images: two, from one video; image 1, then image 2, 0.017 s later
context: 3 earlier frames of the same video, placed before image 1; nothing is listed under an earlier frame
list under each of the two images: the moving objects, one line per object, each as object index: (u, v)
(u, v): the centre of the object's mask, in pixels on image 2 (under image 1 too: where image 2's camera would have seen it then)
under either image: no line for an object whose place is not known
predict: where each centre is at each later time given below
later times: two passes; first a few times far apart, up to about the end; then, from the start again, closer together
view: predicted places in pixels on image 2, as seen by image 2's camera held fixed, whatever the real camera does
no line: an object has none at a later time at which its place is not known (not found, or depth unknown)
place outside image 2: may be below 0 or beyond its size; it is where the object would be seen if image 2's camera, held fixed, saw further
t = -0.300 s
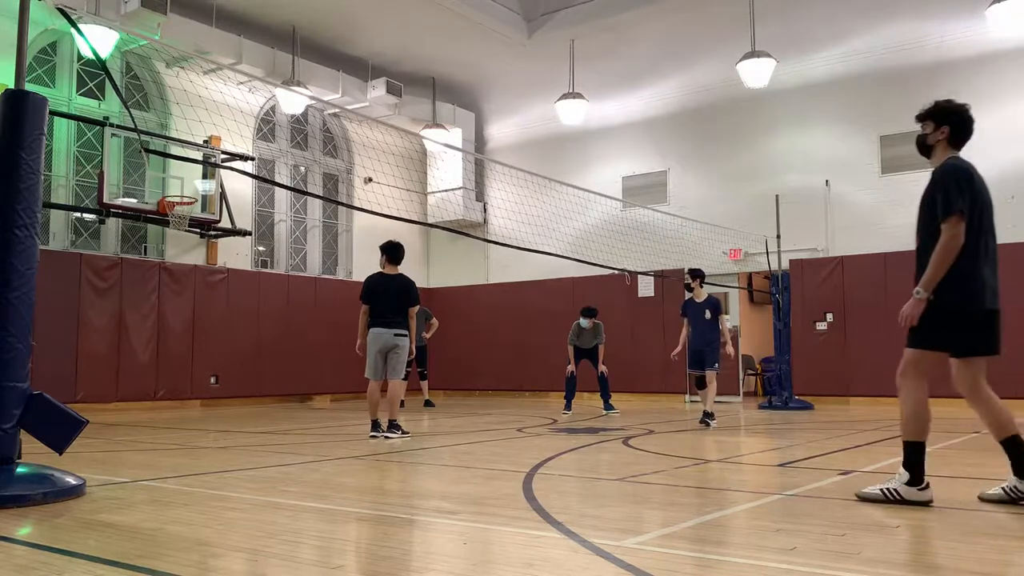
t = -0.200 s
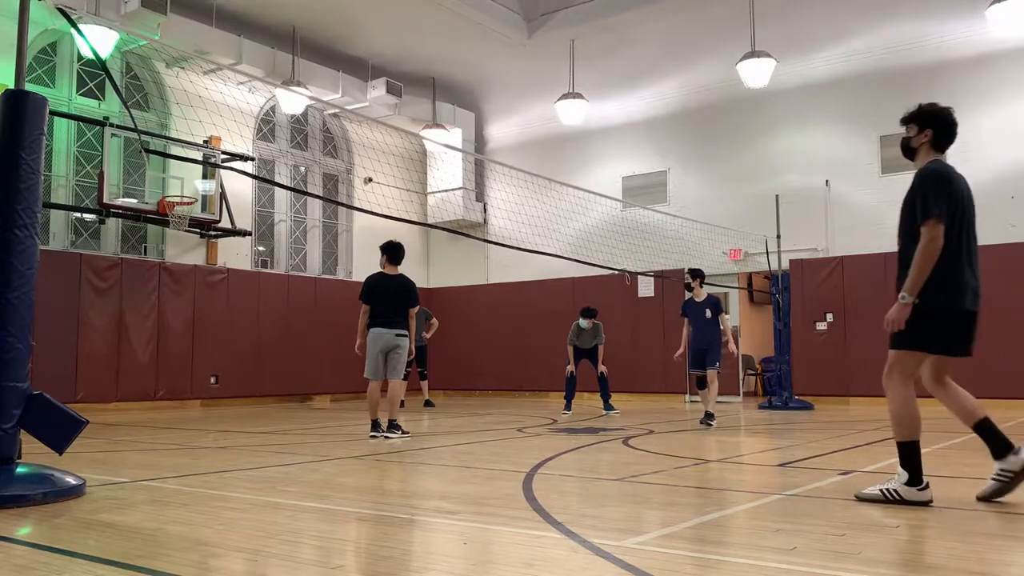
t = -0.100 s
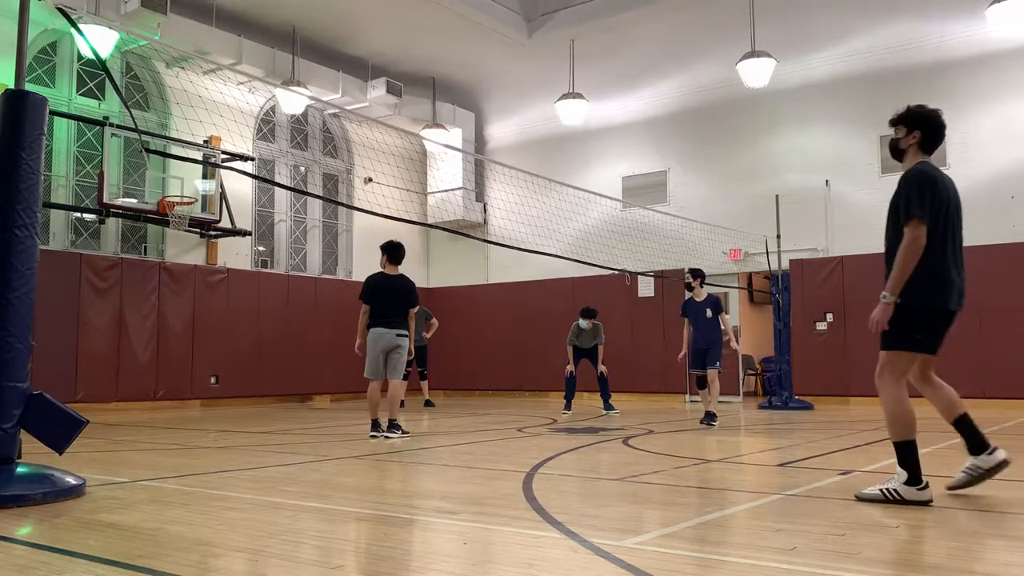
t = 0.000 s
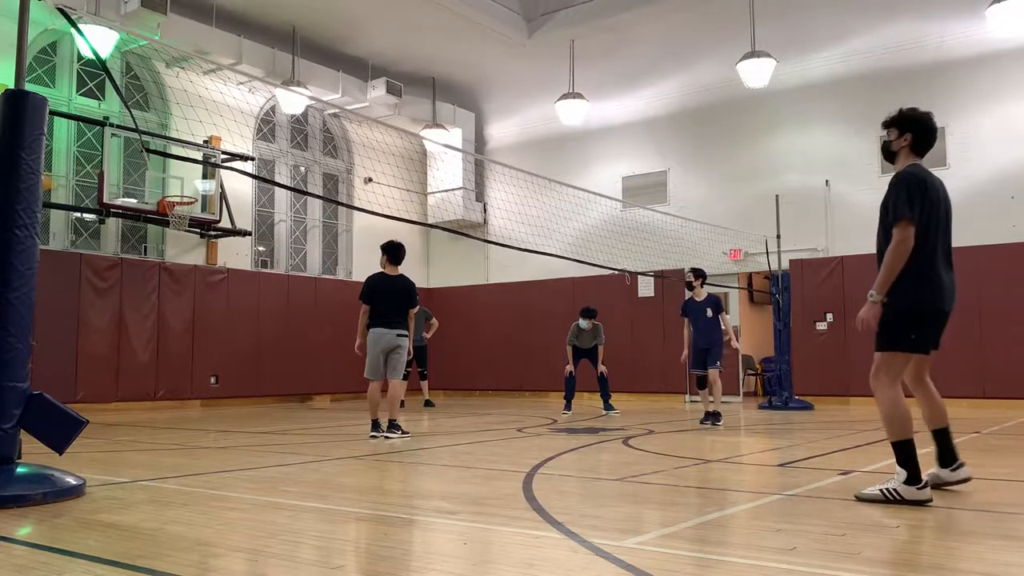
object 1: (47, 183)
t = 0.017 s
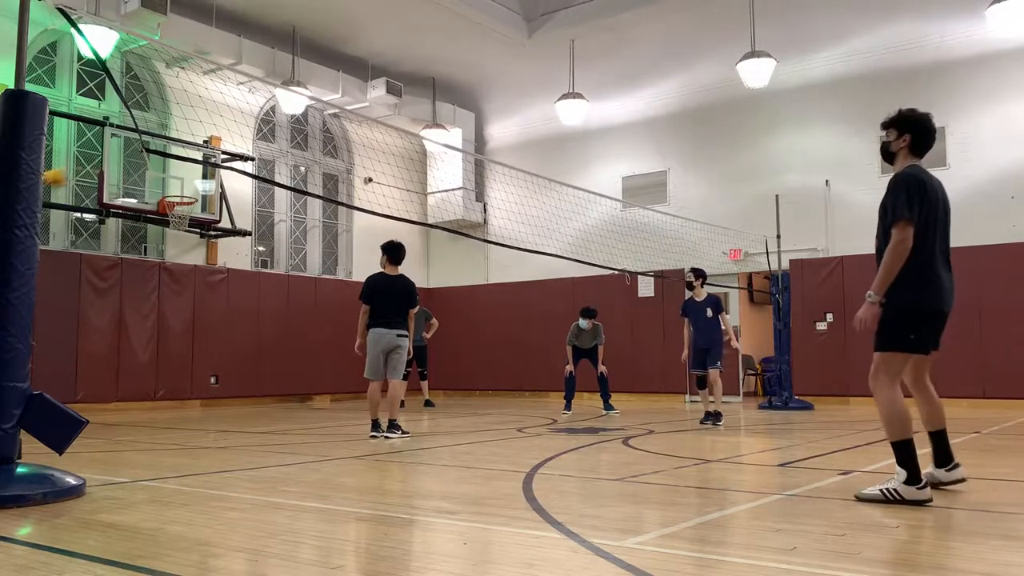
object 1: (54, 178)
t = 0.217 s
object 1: (228, 135)
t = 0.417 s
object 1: (409, 132)
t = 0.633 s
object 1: (614, 173)
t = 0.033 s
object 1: (70, 172)
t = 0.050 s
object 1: (85, 168)
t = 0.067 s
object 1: (98, 163)
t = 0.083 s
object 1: (111, 161)
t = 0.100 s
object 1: (126, 156)
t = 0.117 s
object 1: (137, 153)
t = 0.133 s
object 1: (154, 145)
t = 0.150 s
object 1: (170, 145)
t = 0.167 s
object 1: (184, 143)
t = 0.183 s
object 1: (198, 140)
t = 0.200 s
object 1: (214, 137)
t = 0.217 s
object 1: (228, 135)
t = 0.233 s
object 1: (242, 134)
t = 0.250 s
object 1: (258, 132)
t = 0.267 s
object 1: (270, 132)
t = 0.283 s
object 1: (288, 130)
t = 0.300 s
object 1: (299, 128)
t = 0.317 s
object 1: (316, 127)
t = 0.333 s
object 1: (331, 129)
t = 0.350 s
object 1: (347, 129)
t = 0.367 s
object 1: (363, 130)
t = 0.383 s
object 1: (377, 131)
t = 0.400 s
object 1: (391, 134)
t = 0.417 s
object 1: (409, 132)
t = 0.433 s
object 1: (422, 135)
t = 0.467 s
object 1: (455, 138)
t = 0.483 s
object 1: (474, 142)
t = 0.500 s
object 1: (485, 144)
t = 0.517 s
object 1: (503, 146)
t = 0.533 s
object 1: (520, 148)
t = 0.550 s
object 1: (534, 152)
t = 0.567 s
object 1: (550, 155)
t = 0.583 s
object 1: (566, 159)
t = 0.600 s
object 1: (582, 163)
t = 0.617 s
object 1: (598, 167)
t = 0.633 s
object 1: (614, 173)
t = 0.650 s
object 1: (630, 177)
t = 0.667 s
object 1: (646, 185)
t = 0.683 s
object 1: (662, 189)
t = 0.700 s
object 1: (680, 195)
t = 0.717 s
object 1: (696, 202)
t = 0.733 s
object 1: (713, 209)
